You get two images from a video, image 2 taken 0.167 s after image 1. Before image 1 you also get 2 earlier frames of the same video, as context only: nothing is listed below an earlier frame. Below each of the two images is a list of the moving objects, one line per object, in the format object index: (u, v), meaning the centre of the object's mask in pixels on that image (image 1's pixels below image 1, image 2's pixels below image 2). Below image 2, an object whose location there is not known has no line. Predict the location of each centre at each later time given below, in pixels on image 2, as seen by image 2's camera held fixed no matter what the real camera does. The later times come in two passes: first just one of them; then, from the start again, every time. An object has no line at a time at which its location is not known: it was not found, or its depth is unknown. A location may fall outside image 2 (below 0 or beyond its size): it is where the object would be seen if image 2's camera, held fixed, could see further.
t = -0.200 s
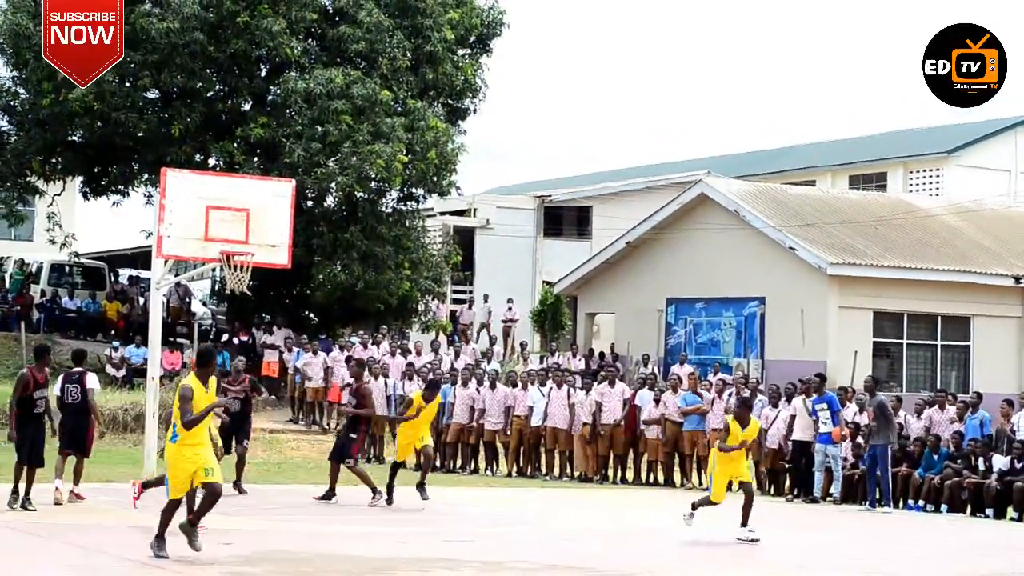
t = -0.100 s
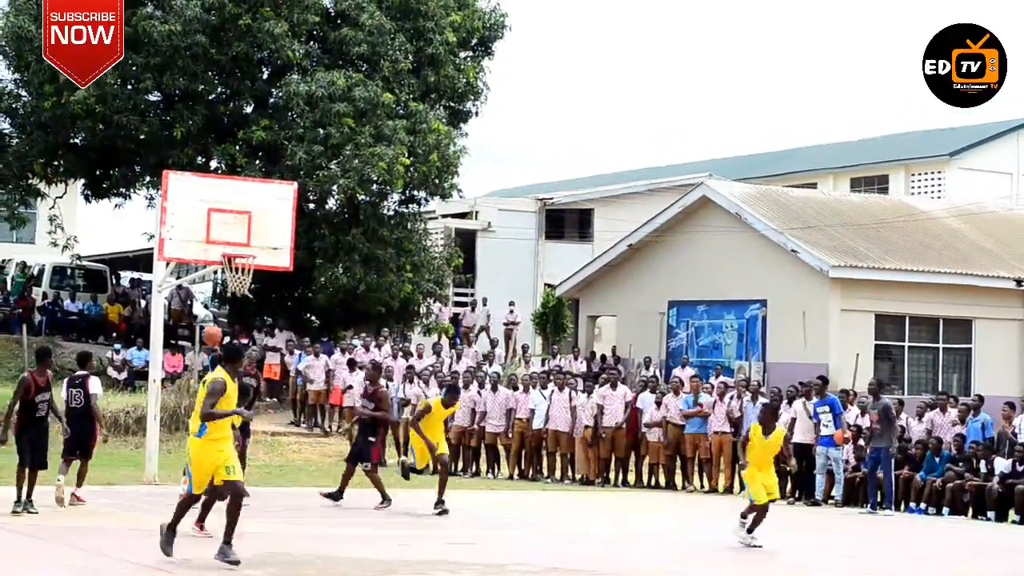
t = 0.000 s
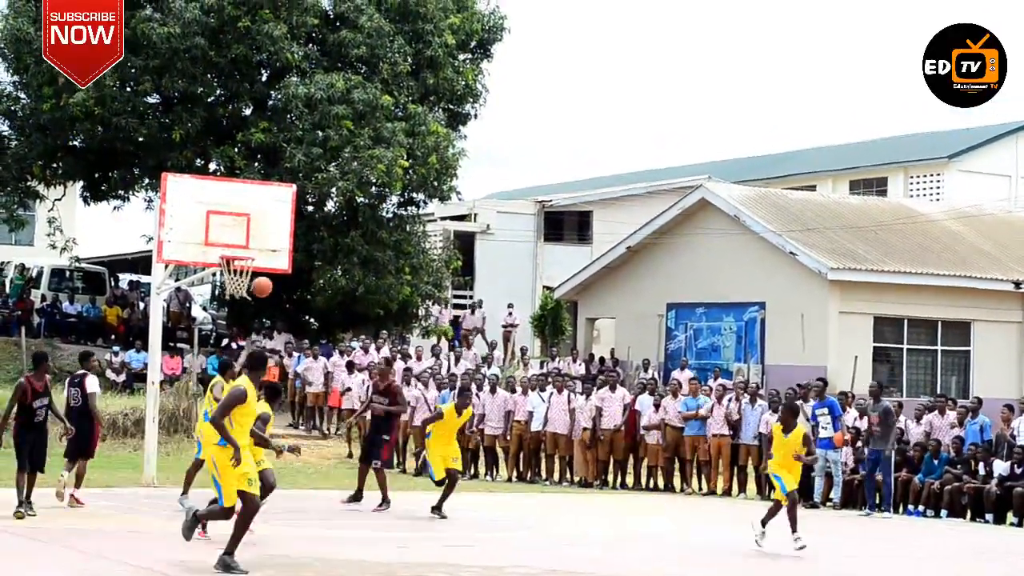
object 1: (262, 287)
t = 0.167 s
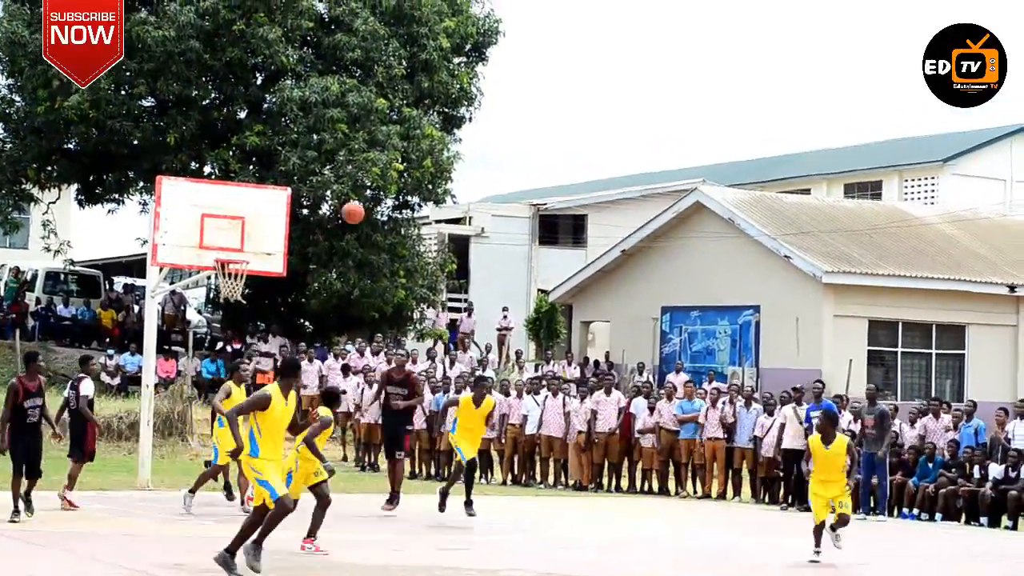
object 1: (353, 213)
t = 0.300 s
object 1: (438, 159)
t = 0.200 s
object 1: (373, 198)
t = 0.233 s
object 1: (394, 185)
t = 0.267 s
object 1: (416, 172)
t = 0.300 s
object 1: (438, 159)
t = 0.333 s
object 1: (460, 147)
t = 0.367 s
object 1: (483, 135)
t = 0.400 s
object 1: (507, 122)
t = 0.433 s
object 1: (532, 111)
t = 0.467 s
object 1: (558, 100)
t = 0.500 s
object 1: (584, 89)
